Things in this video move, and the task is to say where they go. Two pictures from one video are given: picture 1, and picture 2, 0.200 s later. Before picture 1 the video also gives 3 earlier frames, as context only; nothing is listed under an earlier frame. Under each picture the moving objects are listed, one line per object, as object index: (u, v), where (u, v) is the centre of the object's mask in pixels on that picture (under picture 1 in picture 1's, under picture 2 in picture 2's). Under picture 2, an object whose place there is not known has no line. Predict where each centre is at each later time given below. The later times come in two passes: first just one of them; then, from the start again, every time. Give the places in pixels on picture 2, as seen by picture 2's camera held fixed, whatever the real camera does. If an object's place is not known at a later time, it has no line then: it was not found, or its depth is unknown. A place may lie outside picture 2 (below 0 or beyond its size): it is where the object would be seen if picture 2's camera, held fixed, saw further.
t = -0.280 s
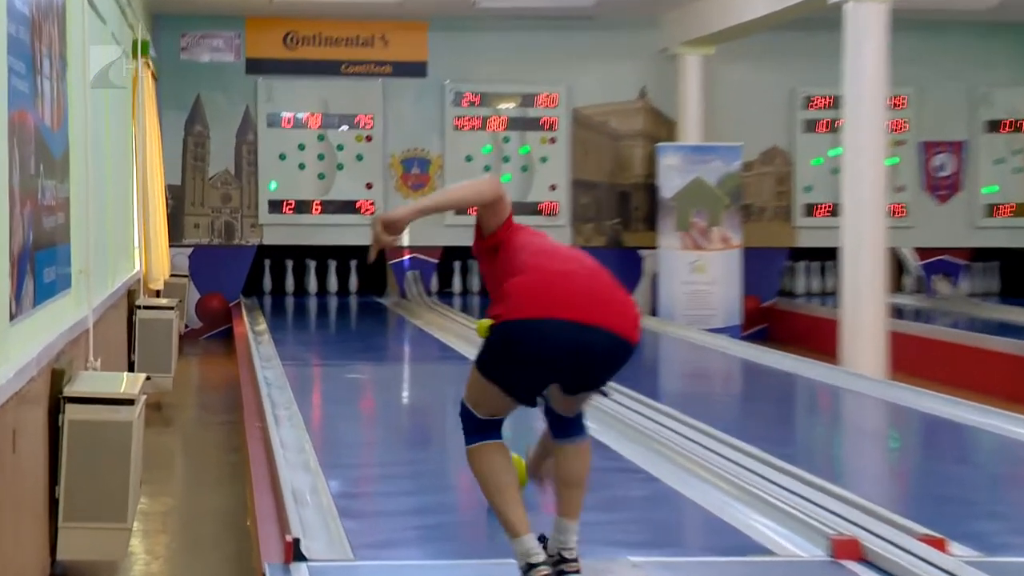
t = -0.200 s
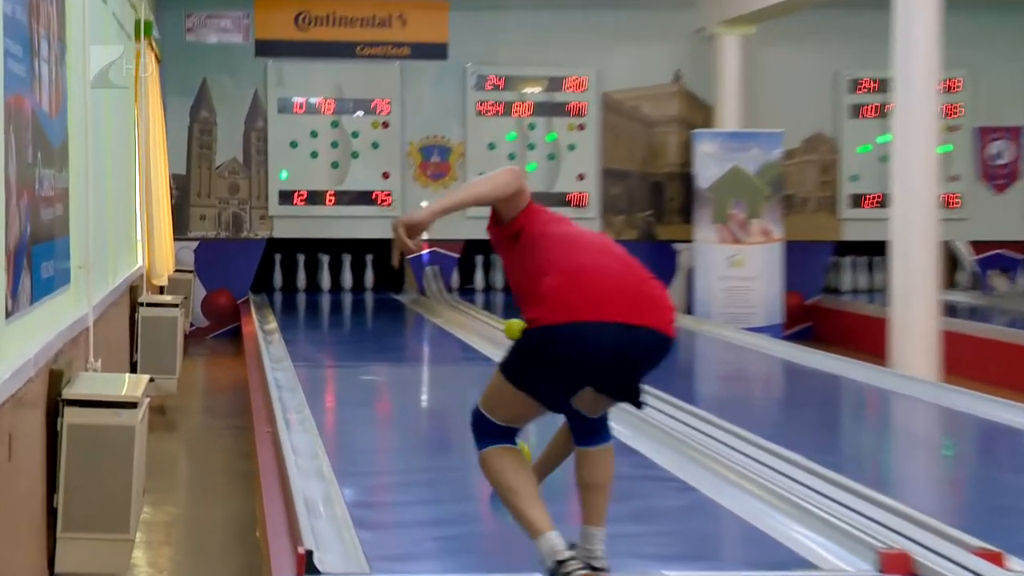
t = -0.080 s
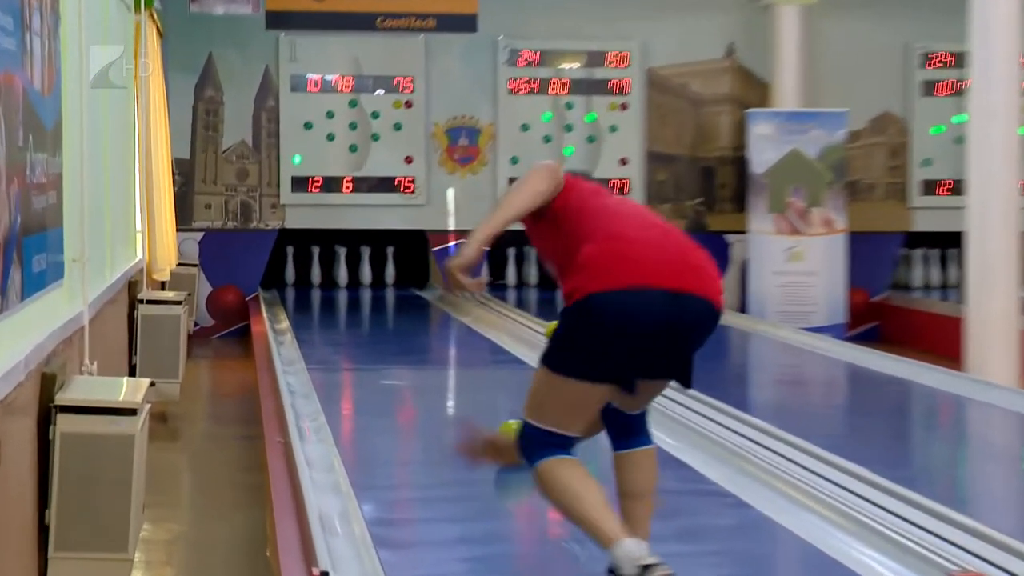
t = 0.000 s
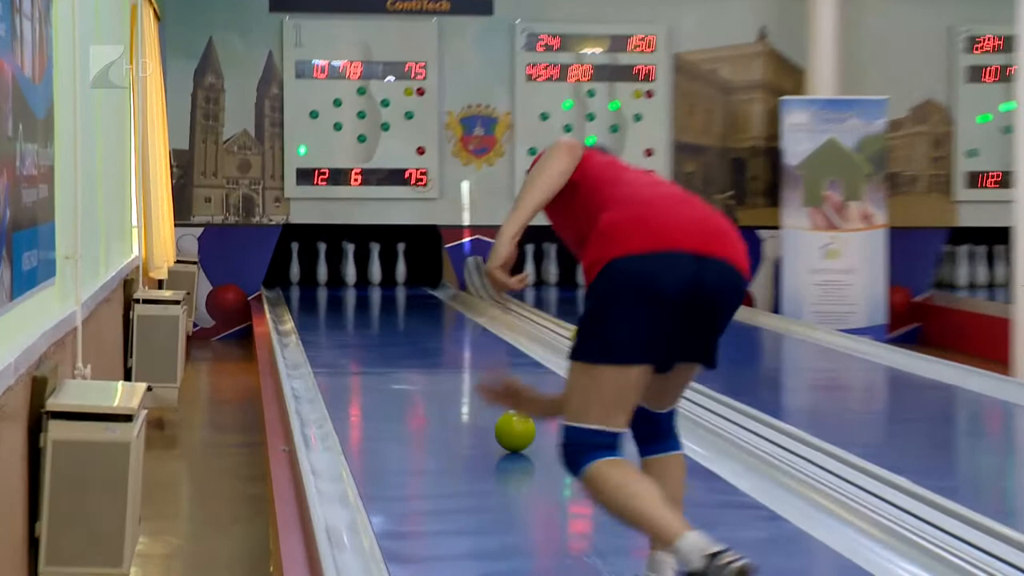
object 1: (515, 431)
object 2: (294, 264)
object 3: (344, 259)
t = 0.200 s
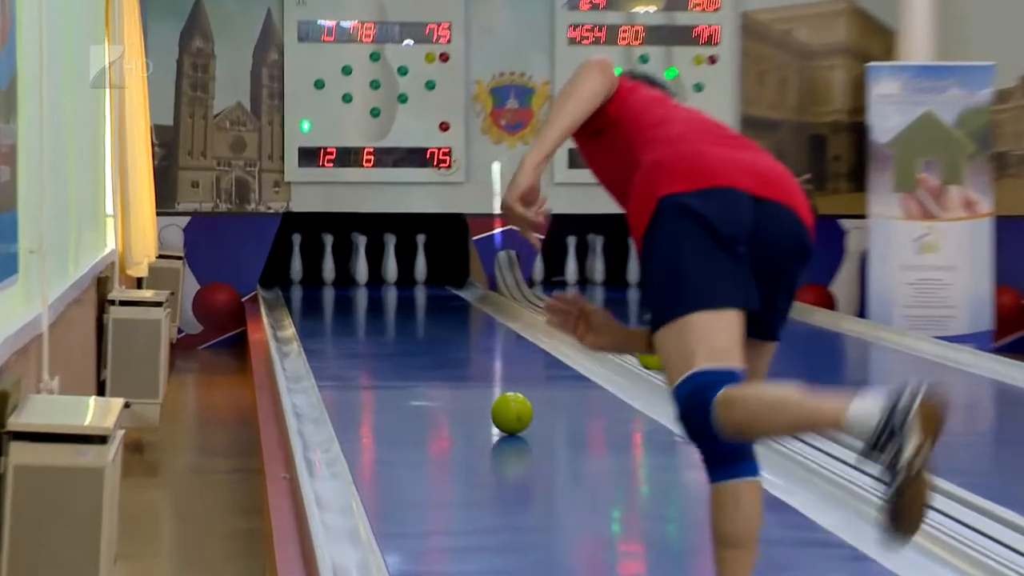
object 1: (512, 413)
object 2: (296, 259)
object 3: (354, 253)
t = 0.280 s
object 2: (295, 257)
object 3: (355, 250)
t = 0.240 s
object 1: (505, 406)
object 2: (295, 258)
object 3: (354, 251)
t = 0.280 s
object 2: (295, 257)
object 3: (355, 250)
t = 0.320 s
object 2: (294, 251)
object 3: (355, 244)
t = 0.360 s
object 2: (293, 254)
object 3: (355, 246)
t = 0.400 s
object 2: (292, 251)
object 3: (355, 244)
